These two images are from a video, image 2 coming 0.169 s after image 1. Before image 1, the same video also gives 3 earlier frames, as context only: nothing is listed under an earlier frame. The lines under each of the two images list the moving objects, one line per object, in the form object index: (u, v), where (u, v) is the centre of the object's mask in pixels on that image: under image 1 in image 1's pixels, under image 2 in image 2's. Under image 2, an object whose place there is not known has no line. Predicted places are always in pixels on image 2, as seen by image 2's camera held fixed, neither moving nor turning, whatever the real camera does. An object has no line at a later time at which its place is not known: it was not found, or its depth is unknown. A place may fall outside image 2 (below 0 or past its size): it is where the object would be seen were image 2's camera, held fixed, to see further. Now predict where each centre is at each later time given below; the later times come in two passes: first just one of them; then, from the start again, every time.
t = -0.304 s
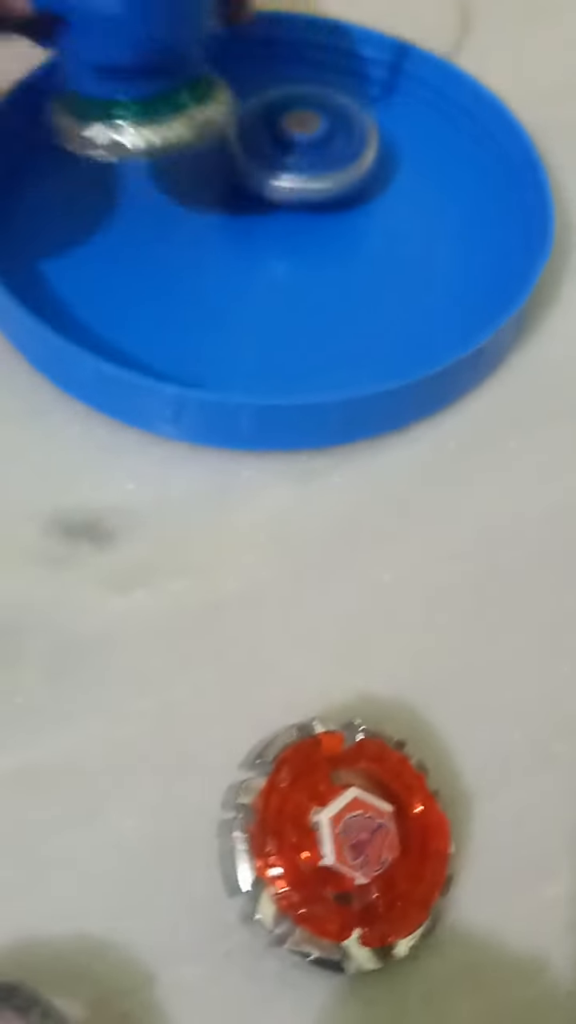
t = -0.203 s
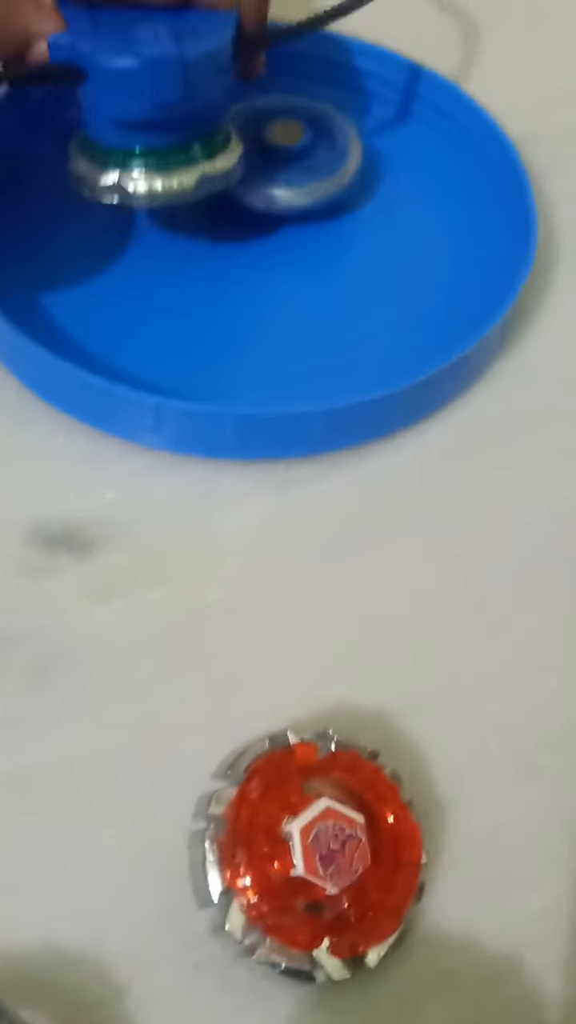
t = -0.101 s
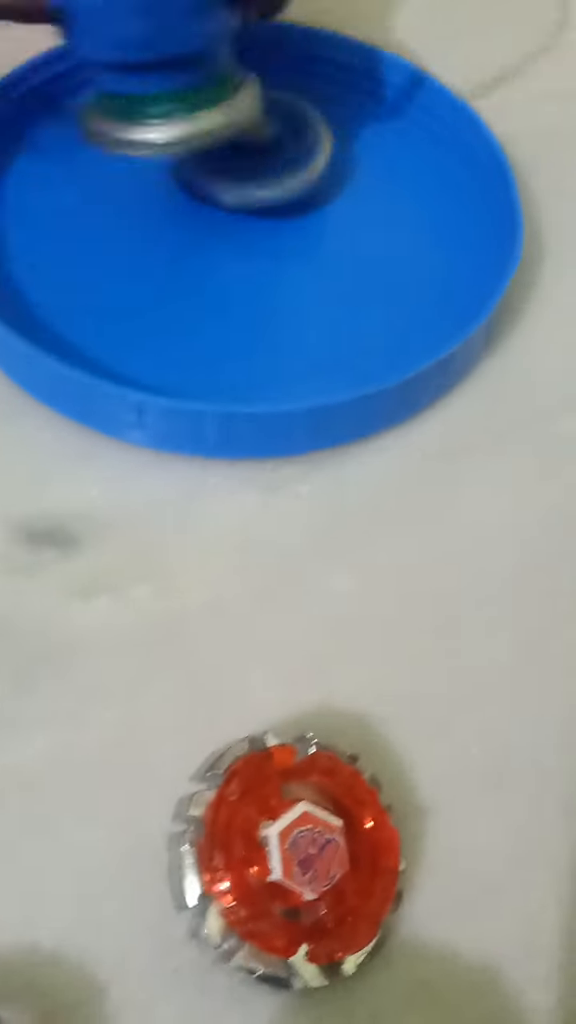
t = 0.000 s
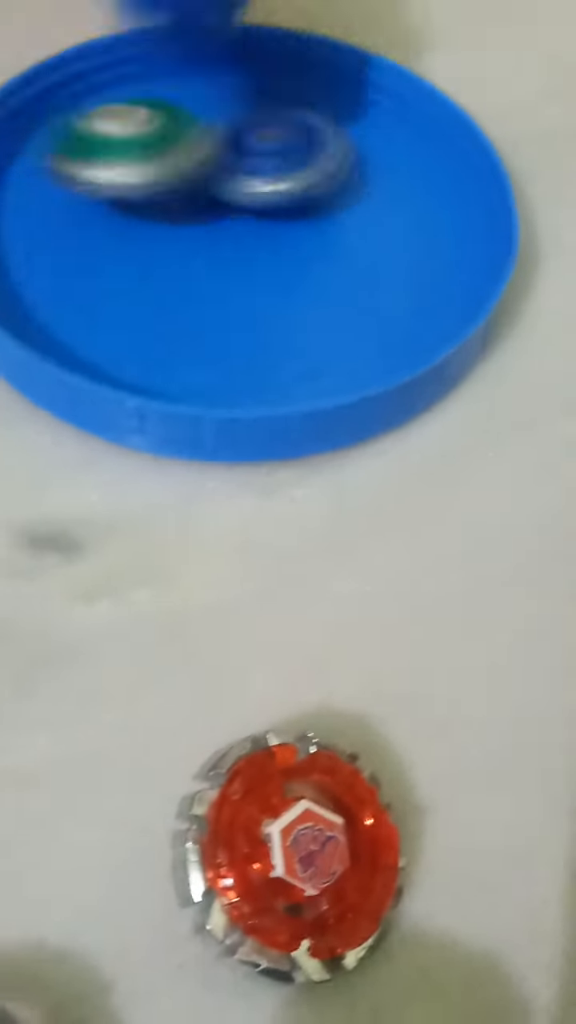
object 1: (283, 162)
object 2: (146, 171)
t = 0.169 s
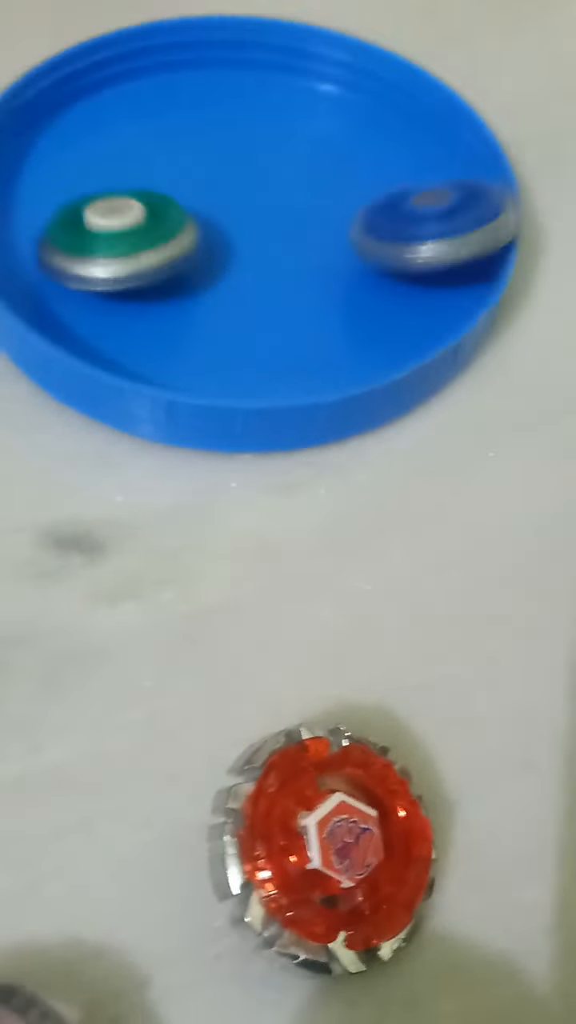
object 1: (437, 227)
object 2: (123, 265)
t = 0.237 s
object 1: (361, 268)
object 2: (127, 306)
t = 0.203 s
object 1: (401, 252)
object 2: (128, 283)
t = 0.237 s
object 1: (361, 268)
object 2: (127, 306)
